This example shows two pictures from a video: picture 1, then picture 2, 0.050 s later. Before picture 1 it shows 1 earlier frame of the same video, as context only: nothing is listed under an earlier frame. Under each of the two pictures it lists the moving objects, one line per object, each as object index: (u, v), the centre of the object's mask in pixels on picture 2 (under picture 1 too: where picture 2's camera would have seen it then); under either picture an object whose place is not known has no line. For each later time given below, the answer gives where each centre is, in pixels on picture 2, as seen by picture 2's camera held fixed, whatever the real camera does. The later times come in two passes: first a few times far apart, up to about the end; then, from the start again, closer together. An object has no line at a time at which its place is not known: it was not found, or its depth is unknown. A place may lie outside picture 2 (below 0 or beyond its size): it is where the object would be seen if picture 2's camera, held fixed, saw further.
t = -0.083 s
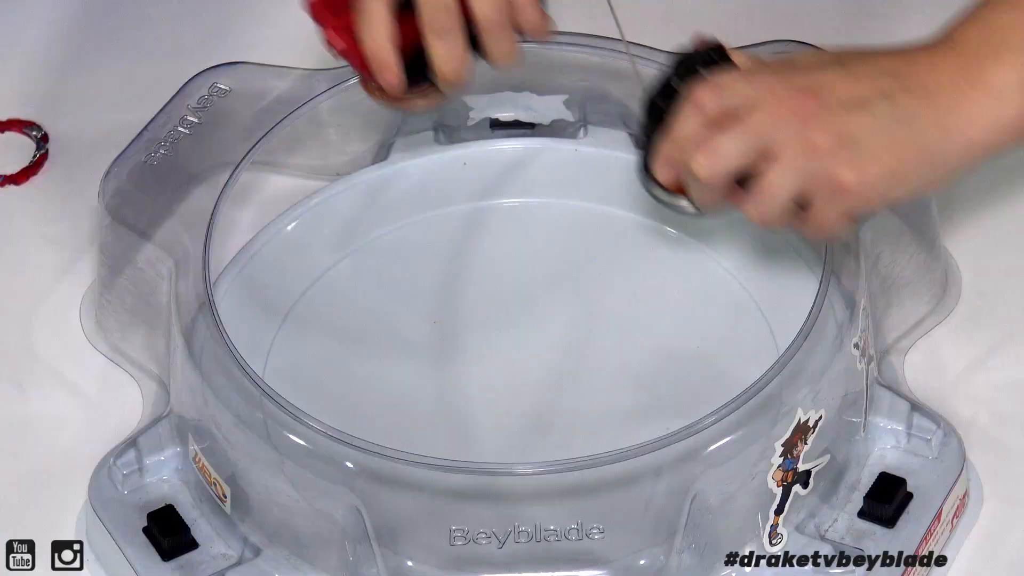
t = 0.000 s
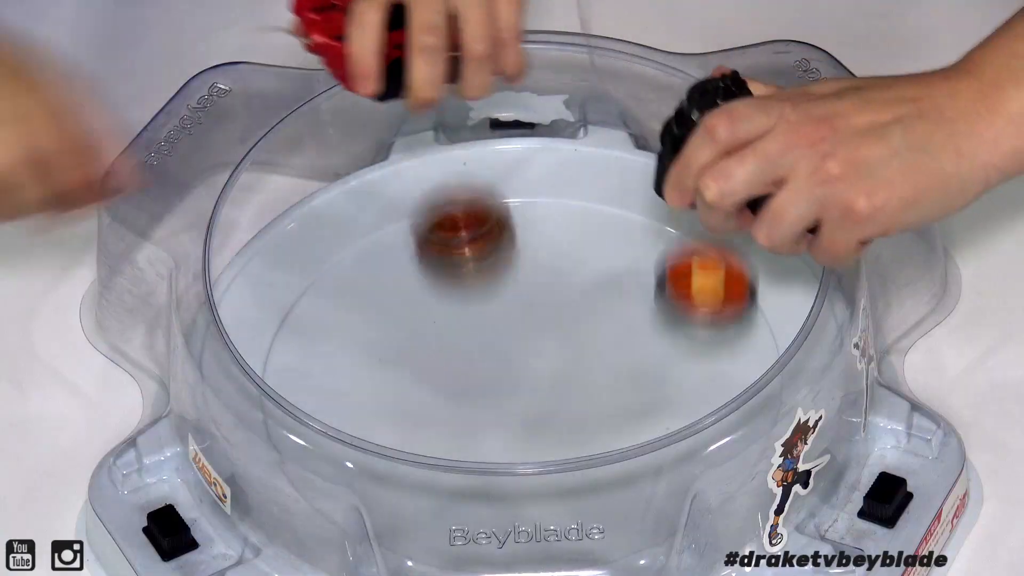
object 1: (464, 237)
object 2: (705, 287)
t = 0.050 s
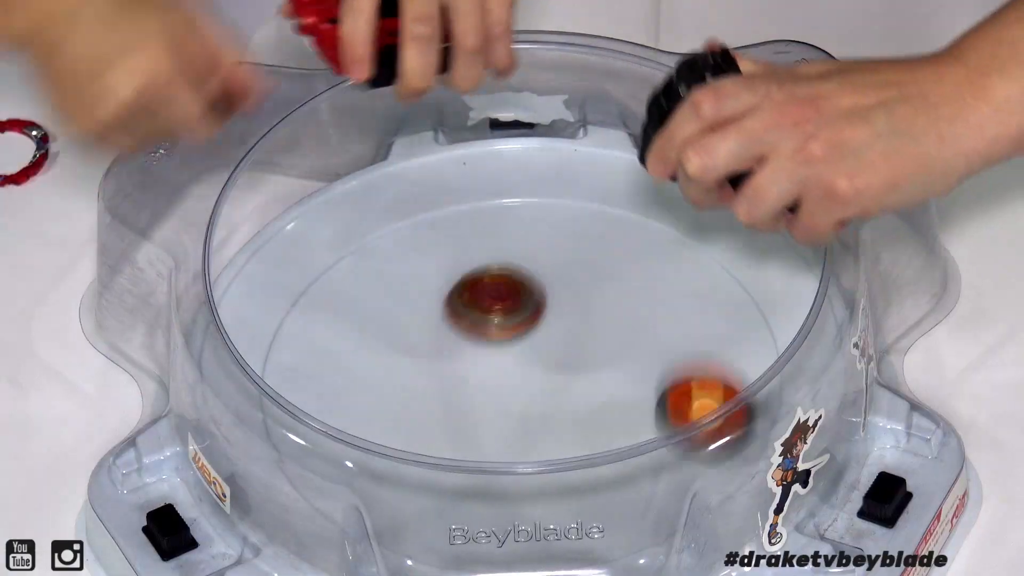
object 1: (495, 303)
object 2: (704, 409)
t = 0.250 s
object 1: (652, 341)
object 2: (516, 423)
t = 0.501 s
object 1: (691, 287)
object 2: (349, 396)
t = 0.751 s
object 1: (486, 293)
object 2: (455, 383)
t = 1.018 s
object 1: (409, 320)
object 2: (551, 459)
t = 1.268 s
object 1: (494, 343)
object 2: (645, 494)
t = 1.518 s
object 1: (468, 322)
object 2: (630, 424)
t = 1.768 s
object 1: (427, 317)
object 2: (622, 376)
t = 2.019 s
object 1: (429, 344)
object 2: (618, 399)
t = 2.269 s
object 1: (460, 398)
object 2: (633, 399)
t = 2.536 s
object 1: (487, 334)
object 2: (626, 405)
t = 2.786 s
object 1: (468, 323)
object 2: (607, 405)
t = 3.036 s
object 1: (453, 364)
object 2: (603, 404)
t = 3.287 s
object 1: (483, 355)
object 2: (575, 400)
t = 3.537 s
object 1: (502, 342)
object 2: (571, 401)
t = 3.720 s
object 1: (501, 347)
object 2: (573, 408)
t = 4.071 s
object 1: (486, 360)
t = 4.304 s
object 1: (485, 347)
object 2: (558, 413)
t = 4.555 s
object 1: (486, 330)
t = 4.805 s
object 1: (506, 340)
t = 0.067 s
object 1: (504, 291)
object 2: (694, 409)
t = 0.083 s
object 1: (515, 282)
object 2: (675, 394)
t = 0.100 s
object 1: (527, 276)
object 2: (665, 390)
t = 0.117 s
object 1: (538, 276)
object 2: (652, 388)
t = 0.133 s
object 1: (550, 279)
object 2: (639, 388)
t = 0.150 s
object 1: (562, 287)
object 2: (624, 393)
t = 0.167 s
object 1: (575, 300)
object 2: (610, 404)
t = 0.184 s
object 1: (587, 316)
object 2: (597, 413)
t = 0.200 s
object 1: (601, 336)
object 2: (582, 417)
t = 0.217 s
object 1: (620, 341)
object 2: (560, 422)
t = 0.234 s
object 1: (638, 345)
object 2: (538, 421)
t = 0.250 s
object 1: (652, 341)
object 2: (516, 423)
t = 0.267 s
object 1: (666, 334)
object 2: (494, 427)
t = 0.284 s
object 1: (680, 330)
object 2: (474, 423)
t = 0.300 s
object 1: (689, 325)
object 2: (453, 421)
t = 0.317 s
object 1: (698, 320)
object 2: (434, 422)
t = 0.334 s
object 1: (706, 315)
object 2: (416, 421)
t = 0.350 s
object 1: (712, 310)
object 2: (400, 418)
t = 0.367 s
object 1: (715, 304)
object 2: (388, 415)
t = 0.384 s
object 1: (717, 300)
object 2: (377, 412)
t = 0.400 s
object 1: (719, 298)
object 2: (367, 409)
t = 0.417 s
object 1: (718, 294)
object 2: (360, 405)
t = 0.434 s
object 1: (716, 292)
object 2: (354, 403)
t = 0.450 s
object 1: (712, 290)
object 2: (351, 400)
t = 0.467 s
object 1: (705, 286)
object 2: (348, 398)
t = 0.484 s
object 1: (699, 287)
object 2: (348, 396)
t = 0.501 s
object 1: (691, 287)
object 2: (349, 396)
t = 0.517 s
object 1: (681, 285)
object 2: (352, 395)
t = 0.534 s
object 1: (671, 285)
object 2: (357, 394)
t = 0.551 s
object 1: (660, 285)
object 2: (362, 393)
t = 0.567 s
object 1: (647, 285)
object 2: (368, 392)
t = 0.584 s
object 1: (633, 285)
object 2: (375, 391)
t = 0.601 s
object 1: (620, 285)
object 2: (382, 390)
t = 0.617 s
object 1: (607, 285)
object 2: (390, 388)
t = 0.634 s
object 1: (591, 285)
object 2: (398, 388)
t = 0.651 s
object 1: (575, 286)
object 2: (406, 387)
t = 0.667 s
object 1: (560, 286)
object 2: (414, 386)
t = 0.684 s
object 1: (546, 286)
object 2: (422, 385)
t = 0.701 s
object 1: (530, 287)
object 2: (431, 385)
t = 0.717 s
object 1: (514, 288)
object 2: (439, 384)
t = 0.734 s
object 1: (499, 291)
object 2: (447, 384)
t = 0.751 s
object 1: (486, 293)
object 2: (455, 383)
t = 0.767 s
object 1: (473, 297)
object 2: (462, 382)
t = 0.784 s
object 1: (460, 303)
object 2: (469, 383)
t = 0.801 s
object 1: (448, 302)
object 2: (477, 390)
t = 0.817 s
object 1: (439, 297)
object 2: (484, 402)
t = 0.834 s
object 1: (431, 293)
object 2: (491, 412)
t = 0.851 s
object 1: (423, 290)
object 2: (499, 421)
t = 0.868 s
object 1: (417, 289)
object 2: (506, 428)
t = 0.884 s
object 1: (411, 288)
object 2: (513, 432)
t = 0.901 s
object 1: (407, 289)
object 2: (521, 435)
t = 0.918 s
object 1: (404, 291)
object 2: (526, 448)
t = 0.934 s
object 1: (402, 293)
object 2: (531, 452)
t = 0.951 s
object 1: (402, 297)
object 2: (536, 454)
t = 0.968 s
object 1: (402, 302)
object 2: (541, 457)
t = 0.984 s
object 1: (403, 307)
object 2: (545, 459)
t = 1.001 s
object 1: (405, 313)
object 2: (548, 459)
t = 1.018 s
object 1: (409, 320)
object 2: (551, 459)
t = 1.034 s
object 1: (413, 328)
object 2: (554, 459)
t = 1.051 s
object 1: (419, 337)
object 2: (556, 458)
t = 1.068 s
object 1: (426, 346)
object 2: (557, 456)
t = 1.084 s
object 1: (435, 355)
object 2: (558, 455)
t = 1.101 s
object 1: (444, 364)
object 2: (559, 452)
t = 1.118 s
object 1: (455, 373)
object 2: (559, 450)
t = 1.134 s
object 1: (468, 381)
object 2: (559, 448)
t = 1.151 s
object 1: (482, 389)
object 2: (559, 446)
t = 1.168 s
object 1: (491, 390)
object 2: (566, 448)
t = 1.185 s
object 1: (491, 382)
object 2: (580, 457)
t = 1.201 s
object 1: (492, 373)
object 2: (596, 470)
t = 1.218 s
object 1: (493, 365)
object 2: (610, 478)
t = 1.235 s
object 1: (493, 357)
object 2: (625, 489)
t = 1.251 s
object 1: (494, 350)
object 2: (635, 492)
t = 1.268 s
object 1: (494, 343)
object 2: (645, 494)
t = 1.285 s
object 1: (494, 337)
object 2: (652, 496)
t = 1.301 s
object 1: (494, 331)
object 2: (662, 499)
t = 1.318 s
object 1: (493, 326)
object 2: (667, 500)
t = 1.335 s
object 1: (492, 322)
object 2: (669, 495)
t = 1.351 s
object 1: (491, 318)
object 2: (669, 491)
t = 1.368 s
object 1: (489, 315)
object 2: (669, 490)
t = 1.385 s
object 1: (487, 313)
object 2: (668, 483)
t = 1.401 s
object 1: (485, 311)
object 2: (667, 480)
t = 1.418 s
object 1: (483, 310)
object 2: (664, 475)
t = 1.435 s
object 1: (480, 311)
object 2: (660, 473)
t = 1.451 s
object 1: (478, 312)
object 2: (654, 462)
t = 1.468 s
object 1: (475, 314)
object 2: (649, 456)
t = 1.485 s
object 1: (472, 316)
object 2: (644, 447)
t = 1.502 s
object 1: (470, 319)
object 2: (638, 439)
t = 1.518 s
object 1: (468, 322)
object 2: (630, 424)
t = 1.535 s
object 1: (467, 325)
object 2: (624, 421)
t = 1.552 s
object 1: (466, 329)
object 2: (617, 417)
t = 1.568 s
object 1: (465, 332)
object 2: (610, 412)
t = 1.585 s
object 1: (465, 335)
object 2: (602, 405)
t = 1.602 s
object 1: (466, 338)
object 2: (595, 398)
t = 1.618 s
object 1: (468, 341)
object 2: (587, 391)
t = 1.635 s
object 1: (470, 344)
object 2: (580, 385)
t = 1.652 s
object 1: (473, 347)
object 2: (572, 379)
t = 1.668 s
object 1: (477, 349)
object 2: (565, 374)
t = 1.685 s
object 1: (476, 345)
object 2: (567, 373)
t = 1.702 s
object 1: (464, 334)
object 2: (579, 372)
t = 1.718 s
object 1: (453, 328)
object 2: (591, 376)
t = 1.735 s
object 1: (443, 325)
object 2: (602, 373)
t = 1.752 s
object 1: (434, 323)
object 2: (612, 373)
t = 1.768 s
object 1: (427, 317)
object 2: (622, 376)
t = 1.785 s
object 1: (420, 313)
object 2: (632, 383)
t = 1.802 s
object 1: (415, 308)
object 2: (640, 386)
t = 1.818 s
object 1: (411, 306)
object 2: (645, 387)
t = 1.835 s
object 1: (408, 304)
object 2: (649, 388)
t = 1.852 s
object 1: (405, 303)
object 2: (652, 389)
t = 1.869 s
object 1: (404, 303)
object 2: (653, 390)
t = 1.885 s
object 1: (403, 304)
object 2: (652, 391)
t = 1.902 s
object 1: (404, 306)
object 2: (650, 392)
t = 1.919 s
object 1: (405, 308)
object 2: (647, 394)
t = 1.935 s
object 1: (407, 312)
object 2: (643, 395)
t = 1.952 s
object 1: (410, 316)
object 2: (639, 396)
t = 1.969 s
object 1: (414, 323)
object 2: (634, 397)
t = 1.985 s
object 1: (418, 329)
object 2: (628, 398)
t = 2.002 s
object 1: (423, 336)
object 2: (623, 399)
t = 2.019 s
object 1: (429, 344)
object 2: (618, 399)
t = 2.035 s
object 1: (435, 351)
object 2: (613, 400)
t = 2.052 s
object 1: (442, 358)
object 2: (608, 400)
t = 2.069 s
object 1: (448, 365)
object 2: (602, 400)
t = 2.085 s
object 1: (455, 372)
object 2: (597, 400)
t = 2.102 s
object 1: (462, 379)
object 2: (592, 400)
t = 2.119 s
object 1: (469, 384)
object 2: (586, 400)
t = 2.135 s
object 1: (475, 390)
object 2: (582, 400)
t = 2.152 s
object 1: (479, 395)
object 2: (582, 399)
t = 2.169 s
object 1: (474, 397)
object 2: (592, 399)
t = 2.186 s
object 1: (470, 398)
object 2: (602, 398)
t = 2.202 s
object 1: (467, 399)
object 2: (610, 397)
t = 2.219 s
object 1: (464, 400)
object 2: (618, 399)
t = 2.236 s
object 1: (462, 400)
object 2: (624, 398)
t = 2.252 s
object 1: (460, 399)
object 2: (628, 399)
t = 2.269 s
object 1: (460, 398)
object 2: (633, 399)
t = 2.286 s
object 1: (461, 397)
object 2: (635, 399)
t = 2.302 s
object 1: (463, 396)
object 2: (636, 399)
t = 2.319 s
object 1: (465, 394)
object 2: (636, 399)
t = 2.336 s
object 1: (467, 391)
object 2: (634, 399)
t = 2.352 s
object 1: (471, 389)
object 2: (632, 398)
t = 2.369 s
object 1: (475, 386)
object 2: (628, 397)
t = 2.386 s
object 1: (480, 382)
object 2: (624, 396)
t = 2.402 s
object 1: (484, 379)
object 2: (619, 396)
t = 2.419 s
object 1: (490, 375)
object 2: (615, 395)
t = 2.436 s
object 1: (495, 371)
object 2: (610, 394)
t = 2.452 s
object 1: (500, 368)
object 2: (605, 393)
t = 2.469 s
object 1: (505, 364)
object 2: (601, 392)
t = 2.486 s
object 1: (505, 359)
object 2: (603, 394)
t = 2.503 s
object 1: (499, 350)
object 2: (612, 398)
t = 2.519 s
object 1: (492, 342)
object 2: (620, 402)
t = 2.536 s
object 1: (487, 334)
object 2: (626, 405)
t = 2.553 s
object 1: (482, 327)
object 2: (630, 407)
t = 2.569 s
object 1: (478, 321)
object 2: (633, 408)
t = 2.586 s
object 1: (475, 316)
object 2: (636, 409)
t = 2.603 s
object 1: (472, 311)
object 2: (636, 410)
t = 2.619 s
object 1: (470, 308)
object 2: (636, 410)
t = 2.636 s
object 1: (468, 305)
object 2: (635, 411)
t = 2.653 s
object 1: (466, 303)
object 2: (634, 411)
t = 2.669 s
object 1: (465, 303)
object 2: (632, 411)
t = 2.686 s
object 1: (464, 303)
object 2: (630, 410)
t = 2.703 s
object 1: (464, 304)
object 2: (627, 410)
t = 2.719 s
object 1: (464, 307)
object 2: (623, 409)
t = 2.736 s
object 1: (465, 310)
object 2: (619, 409)
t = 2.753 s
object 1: (465, 314)
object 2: (615, 408)
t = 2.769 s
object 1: (466, 318)
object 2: (611, 407)
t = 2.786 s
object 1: (468, 323)
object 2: (607, 405)
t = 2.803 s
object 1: (469, 328)
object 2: (602, 404)
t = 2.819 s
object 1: (470, 333)
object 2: (597, 402)
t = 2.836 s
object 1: (472, 338)
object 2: (593, 401)
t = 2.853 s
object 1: (474, 344)
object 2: (589, 399)
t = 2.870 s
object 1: (476, 350)
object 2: (585, 398)
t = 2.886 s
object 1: (479, 355)
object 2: (580, 397)
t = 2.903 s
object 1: (481, 361)
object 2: (577, 396)
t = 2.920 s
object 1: (481, 365)
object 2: (577, 396)
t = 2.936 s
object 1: (475, 366)
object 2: (583, 398)
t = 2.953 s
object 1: (470, 366)
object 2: (589, 399)
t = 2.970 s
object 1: (465, 365)
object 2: (594, 401)
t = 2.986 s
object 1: (461, 365)
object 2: (598, 402)
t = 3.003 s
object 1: (458, 365)
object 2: (601, 403)
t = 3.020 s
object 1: (455, 364)
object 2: (602, 403)
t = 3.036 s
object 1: (453, 364)
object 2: (603, 404)
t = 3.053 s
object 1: (452, 363)
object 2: (604, 404)
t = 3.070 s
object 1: (451, 363)
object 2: (603, 404)
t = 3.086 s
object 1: (451, 362)
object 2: (602, 404)
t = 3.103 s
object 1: (451, 362)
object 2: (601, 404)
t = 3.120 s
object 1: (452, 361)
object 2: (599, 403)
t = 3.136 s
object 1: (454, 361)
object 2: (597, 403)
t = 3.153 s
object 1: (456, 360)
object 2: (594, 403)
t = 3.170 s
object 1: (459, 360)
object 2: (591, 403)
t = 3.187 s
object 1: (461, 359)
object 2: (589, 403)
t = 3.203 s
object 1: (465, 359)
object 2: (587, 402)
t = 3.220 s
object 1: (468, 358)
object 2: (584, 401)
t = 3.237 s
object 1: (472, 357)
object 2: (582, 401)
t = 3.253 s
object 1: (476, 356)
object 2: (580, 401)
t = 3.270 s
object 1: (480, 356)
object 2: (577, 400)
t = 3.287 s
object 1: (483, 355)
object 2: (575, 400)
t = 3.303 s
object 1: (487, 355)
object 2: (573, 400)
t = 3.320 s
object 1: (491, 355)
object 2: (571, 399)
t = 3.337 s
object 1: (494, 353)
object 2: (569, 399)
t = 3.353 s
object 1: (495, 351)
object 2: (570, 399)
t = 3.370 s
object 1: (496, 349)
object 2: (570, 400)
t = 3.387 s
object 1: (496, 348)
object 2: (570, 400)
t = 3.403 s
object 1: (497, 346)
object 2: (570, 400)
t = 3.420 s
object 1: (498, 346)
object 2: (570, 400)
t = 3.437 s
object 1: (499, 345)
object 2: (570, 400)
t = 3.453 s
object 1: (500, 345)
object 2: (569, 399)
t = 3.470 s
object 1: (502, 345)
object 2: (568, 398)
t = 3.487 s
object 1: (503, 345)
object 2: (567, 399)
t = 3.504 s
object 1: (504, 344)
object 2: (568, 399)
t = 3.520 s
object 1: (503, 343)
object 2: (569, 400)
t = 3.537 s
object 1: (502, 342)
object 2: (571, 401)
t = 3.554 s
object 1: (501, 341)
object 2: (573, 402)
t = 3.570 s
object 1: (501, 340)
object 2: (574, 403)
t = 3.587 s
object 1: (501, 340)
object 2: (575, 404)
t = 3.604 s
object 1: (501, 341)
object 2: (574, 405)
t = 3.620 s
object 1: (501, 342)
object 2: (574, 405)
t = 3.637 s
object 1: (502, 343)
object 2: (573, 405)
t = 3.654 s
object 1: (502, 345)
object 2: (572, 405)
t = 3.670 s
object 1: (503, 347)
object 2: (571, 405)
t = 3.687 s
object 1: (504, 349)
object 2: (570, 404)
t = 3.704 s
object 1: (504, 349)
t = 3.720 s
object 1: (501, 347)
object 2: (573, 408)
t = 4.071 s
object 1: (486, 360)
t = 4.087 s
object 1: (485, 359)
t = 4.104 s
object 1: (484, 359)
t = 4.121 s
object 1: (484, 359)
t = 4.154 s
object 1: (485, 358)
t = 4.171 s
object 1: (485, 358)
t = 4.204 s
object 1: (486, 357)
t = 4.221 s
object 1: (486, 356)
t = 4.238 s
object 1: (485, 353)
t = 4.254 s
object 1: (485, 351)
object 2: (559, 413)
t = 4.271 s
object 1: (484, 350)
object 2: (559, 413)
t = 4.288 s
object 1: (485, 348)
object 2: (559, 413)
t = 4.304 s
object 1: (485, 347)
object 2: (558, 413)
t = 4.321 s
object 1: (485, 346)
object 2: (557, 413)
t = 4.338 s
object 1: (486, 346)
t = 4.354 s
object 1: (487, 346)
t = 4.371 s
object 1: (488, 346)
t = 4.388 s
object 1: (489, 346)
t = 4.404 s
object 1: (490, 347)
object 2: (553, 408)
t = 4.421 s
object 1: (490, 345)
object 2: (555, 410)
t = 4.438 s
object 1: (489, 342)
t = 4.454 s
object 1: (487, 339)
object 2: (561, 417)
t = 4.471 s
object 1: (486, 336)
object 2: (562, 419)
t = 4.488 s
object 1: (486, 334)
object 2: (564, 420)
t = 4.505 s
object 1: (485, 332)
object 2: (565, 421)
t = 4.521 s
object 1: (485, 331)
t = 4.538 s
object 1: (485, 331)
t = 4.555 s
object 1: (486, 330)
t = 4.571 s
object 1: (486, 331)
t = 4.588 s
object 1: (488, 331)
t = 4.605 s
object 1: (489, 332)
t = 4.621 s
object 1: (490, 333)
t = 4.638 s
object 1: (492, 334)
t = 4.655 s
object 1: (493, 336)
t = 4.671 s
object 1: (495, 338)
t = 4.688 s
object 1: (497, 339)
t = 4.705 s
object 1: (499, 342)
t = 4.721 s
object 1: (501, 344)
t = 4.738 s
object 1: (503, 346)
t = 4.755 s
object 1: (504, 347)
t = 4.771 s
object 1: (505, 346)
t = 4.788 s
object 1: (505, 342)
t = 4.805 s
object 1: (506, 340)
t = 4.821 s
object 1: (507, 338)
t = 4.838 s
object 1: (509, 338)
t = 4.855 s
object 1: (512, 337)
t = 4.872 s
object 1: (515, 337)
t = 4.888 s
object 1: (519, 337)
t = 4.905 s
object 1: (522, 337)
